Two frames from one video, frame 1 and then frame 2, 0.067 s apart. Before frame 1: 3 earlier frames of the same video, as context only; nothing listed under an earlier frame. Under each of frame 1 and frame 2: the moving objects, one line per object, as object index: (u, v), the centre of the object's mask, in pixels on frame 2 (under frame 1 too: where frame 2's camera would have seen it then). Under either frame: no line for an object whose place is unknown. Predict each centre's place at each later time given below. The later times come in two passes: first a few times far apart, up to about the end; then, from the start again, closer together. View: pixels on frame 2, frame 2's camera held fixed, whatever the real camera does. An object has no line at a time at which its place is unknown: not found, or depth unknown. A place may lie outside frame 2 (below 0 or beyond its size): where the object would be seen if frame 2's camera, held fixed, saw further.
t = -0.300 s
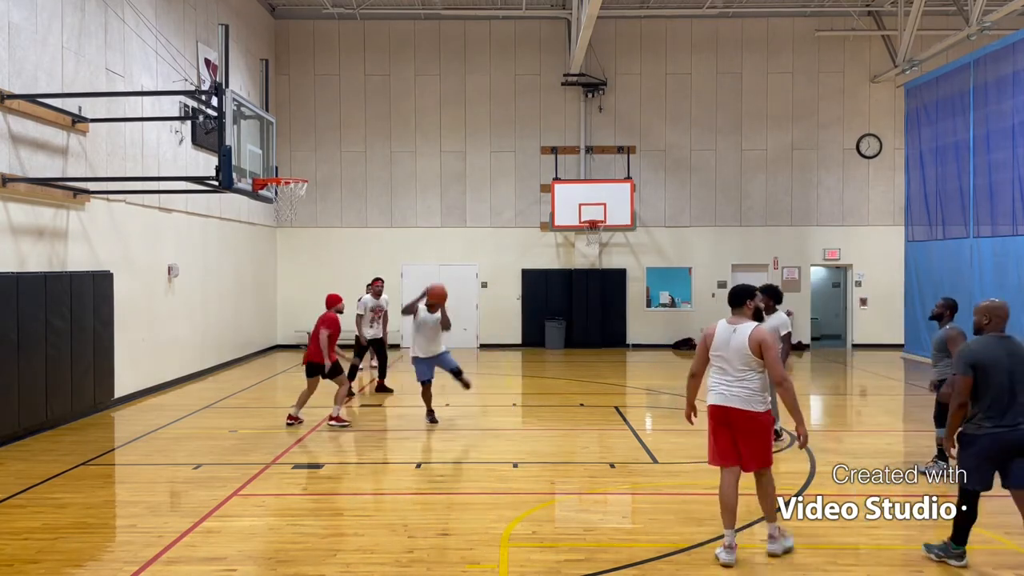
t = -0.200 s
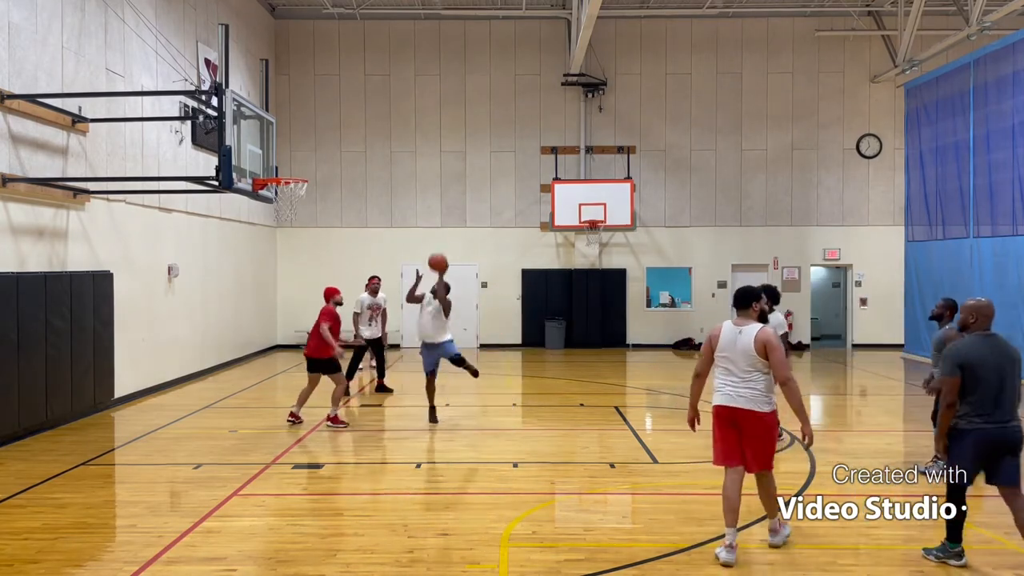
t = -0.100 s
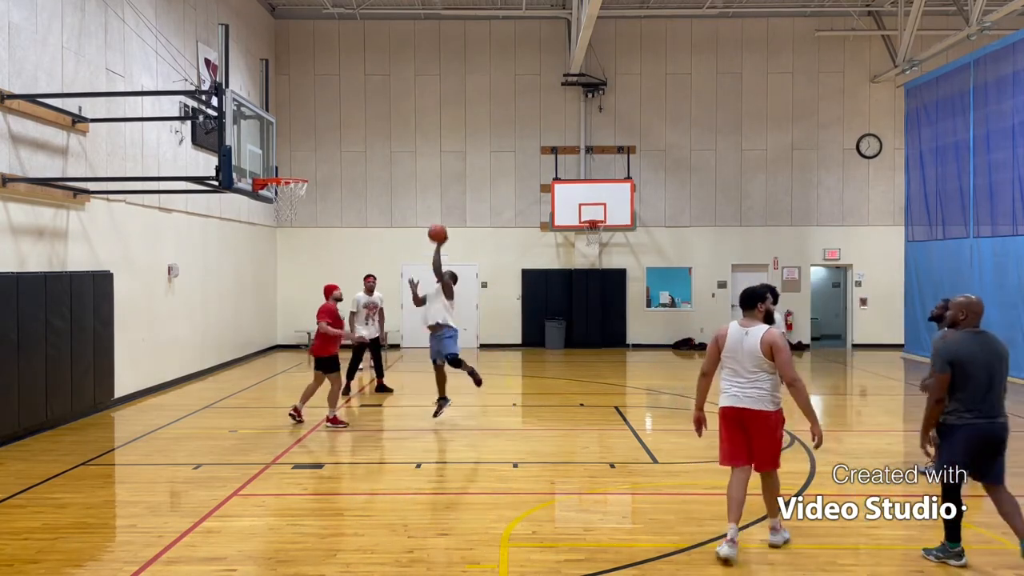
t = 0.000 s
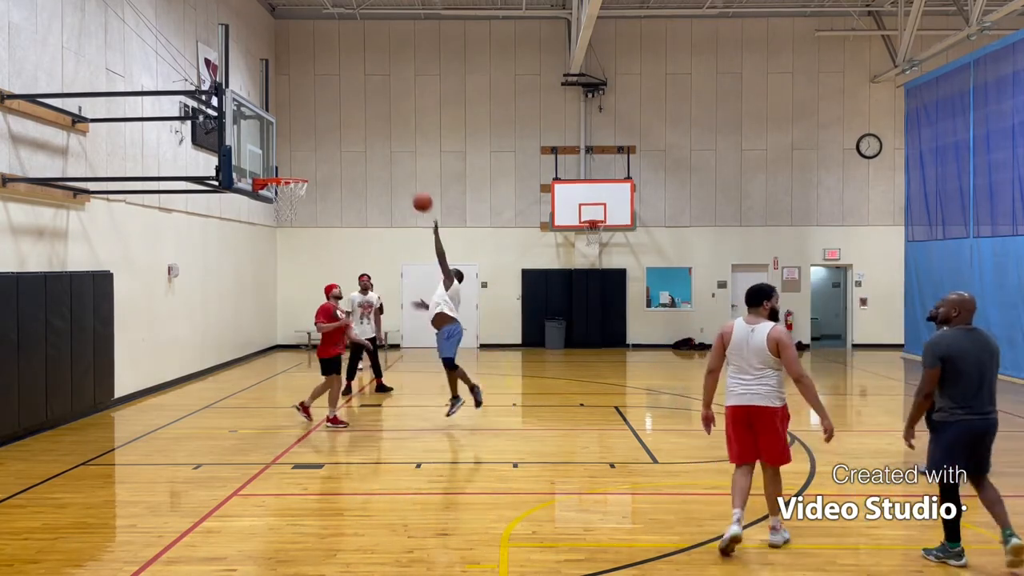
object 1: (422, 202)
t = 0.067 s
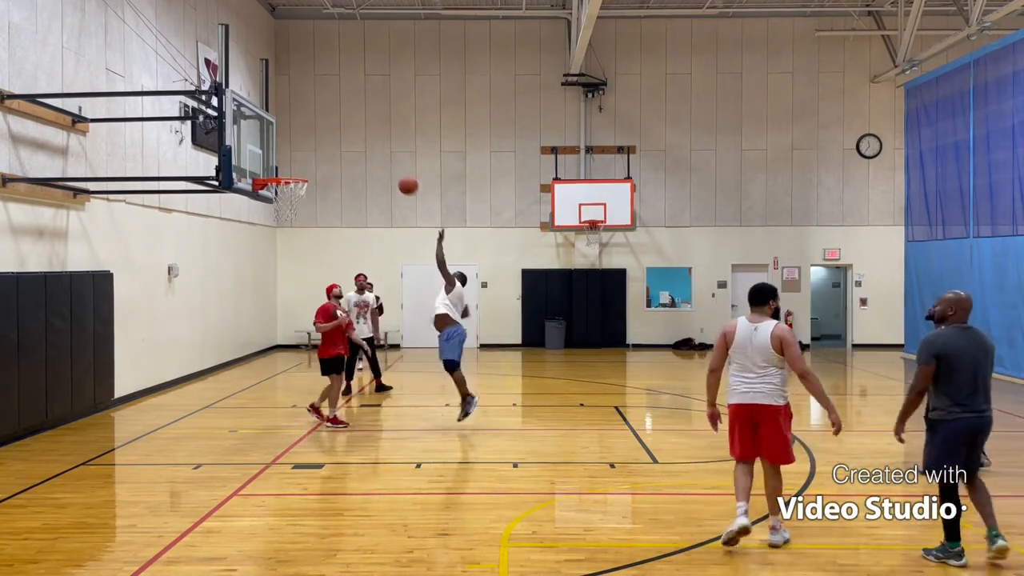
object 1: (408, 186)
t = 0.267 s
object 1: (364, 155)
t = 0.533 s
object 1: (306, 163)
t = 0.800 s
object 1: (263, 210)
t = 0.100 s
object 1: (401, 178)
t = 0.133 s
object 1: (393, 171)
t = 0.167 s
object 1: (386, 166)
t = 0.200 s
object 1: (379, 162)
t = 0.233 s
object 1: (371, 158)
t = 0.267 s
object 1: (364, 155)
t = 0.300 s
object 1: (357, 152)
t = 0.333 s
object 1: (349, 151)
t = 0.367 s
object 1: (342, 150)
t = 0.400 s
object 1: (335, 151)
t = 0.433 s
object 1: (328, 153)
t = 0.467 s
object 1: (321, 155)
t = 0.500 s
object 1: (313, 158)
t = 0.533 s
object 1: (306, 163)
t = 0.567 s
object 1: (299, 167)
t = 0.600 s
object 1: (292, 172)
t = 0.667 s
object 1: (277, 190)
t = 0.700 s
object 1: (273, 197)
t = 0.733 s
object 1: (268, 201)
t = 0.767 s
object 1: (265, 202)
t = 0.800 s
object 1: (263, 210)
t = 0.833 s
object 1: (261, 215)
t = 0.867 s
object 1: (259, 222)
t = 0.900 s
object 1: (257, 229)
